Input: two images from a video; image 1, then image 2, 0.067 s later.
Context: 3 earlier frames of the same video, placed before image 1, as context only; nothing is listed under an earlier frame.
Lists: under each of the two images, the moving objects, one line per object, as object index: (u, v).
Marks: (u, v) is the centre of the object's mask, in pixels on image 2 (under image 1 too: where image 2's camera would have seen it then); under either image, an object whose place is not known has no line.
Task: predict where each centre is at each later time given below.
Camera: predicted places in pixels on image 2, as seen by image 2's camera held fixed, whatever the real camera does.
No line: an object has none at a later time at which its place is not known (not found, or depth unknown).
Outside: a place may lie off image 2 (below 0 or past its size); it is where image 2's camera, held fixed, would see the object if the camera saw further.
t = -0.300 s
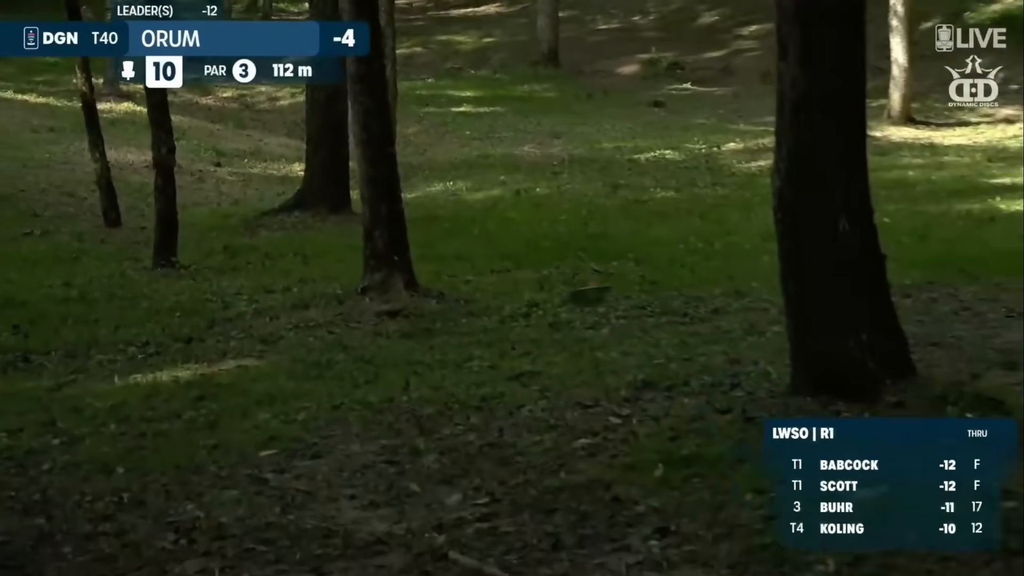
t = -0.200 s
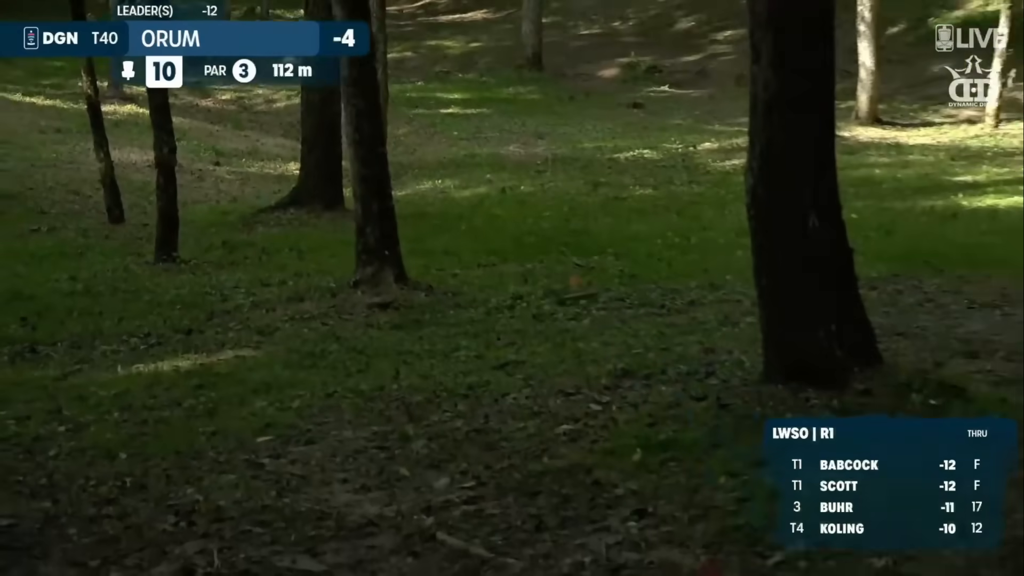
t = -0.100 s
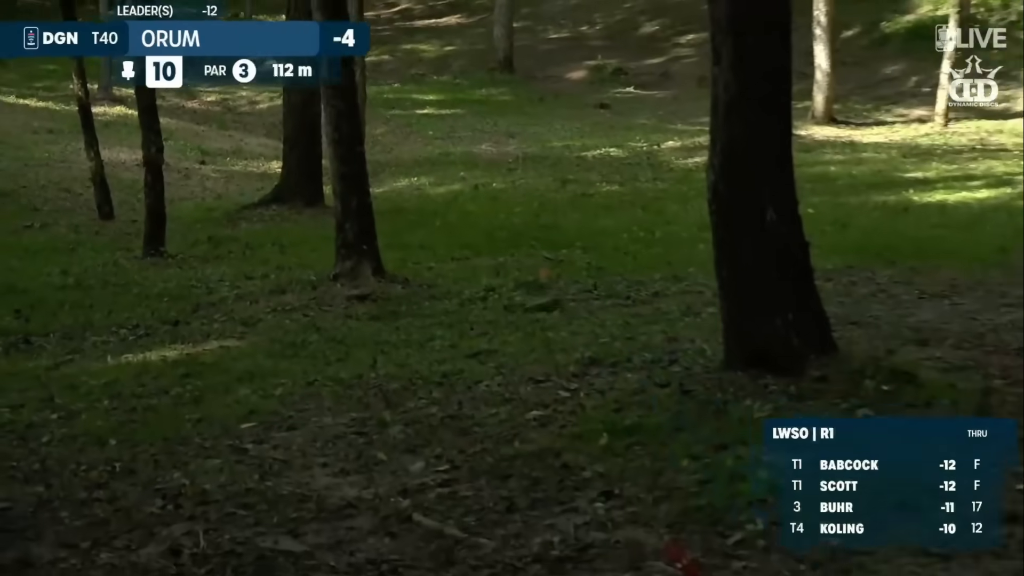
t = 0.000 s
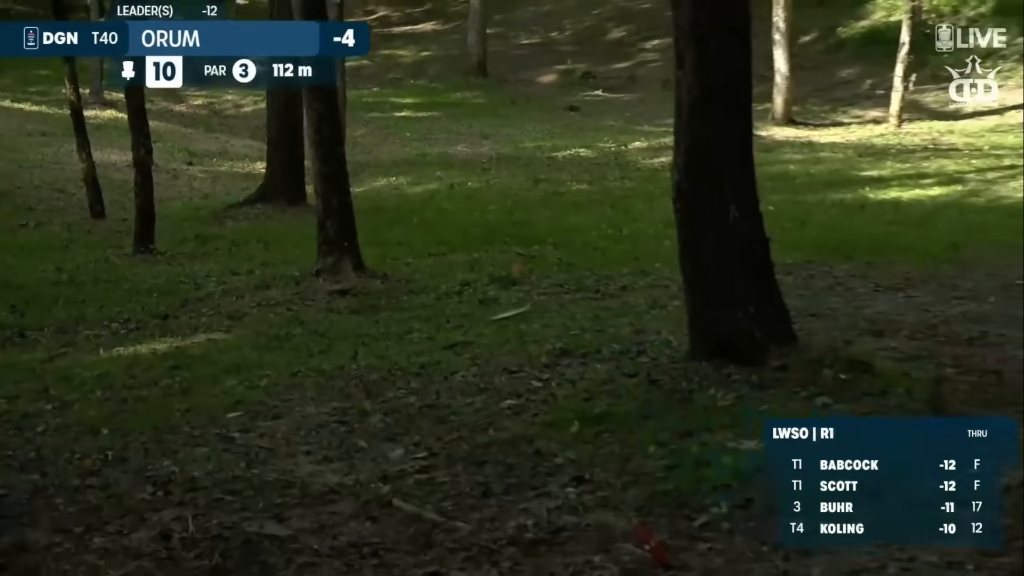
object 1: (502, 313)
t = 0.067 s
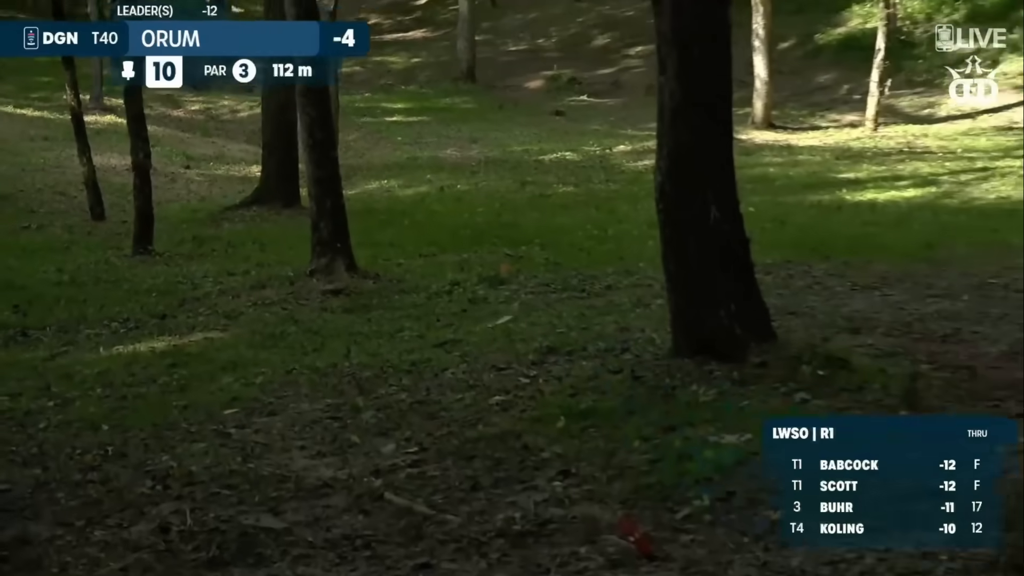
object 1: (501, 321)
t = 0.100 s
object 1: (491, 325)
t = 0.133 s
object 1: (495, 324)
